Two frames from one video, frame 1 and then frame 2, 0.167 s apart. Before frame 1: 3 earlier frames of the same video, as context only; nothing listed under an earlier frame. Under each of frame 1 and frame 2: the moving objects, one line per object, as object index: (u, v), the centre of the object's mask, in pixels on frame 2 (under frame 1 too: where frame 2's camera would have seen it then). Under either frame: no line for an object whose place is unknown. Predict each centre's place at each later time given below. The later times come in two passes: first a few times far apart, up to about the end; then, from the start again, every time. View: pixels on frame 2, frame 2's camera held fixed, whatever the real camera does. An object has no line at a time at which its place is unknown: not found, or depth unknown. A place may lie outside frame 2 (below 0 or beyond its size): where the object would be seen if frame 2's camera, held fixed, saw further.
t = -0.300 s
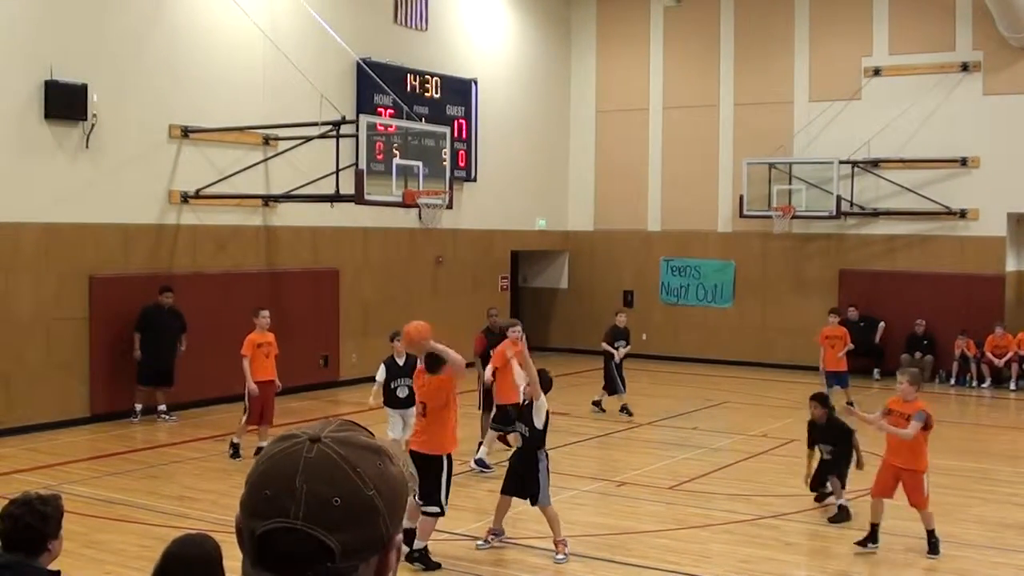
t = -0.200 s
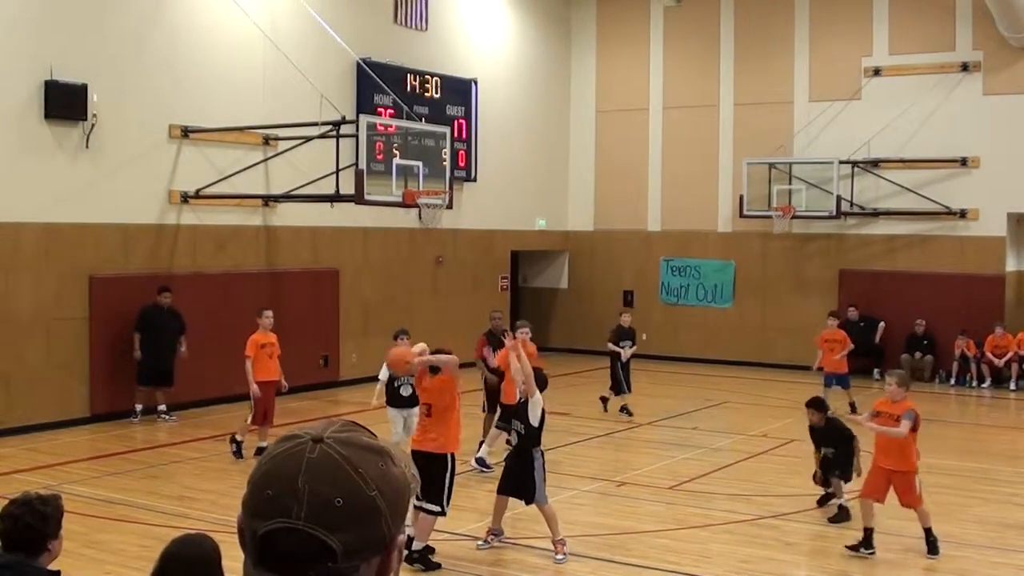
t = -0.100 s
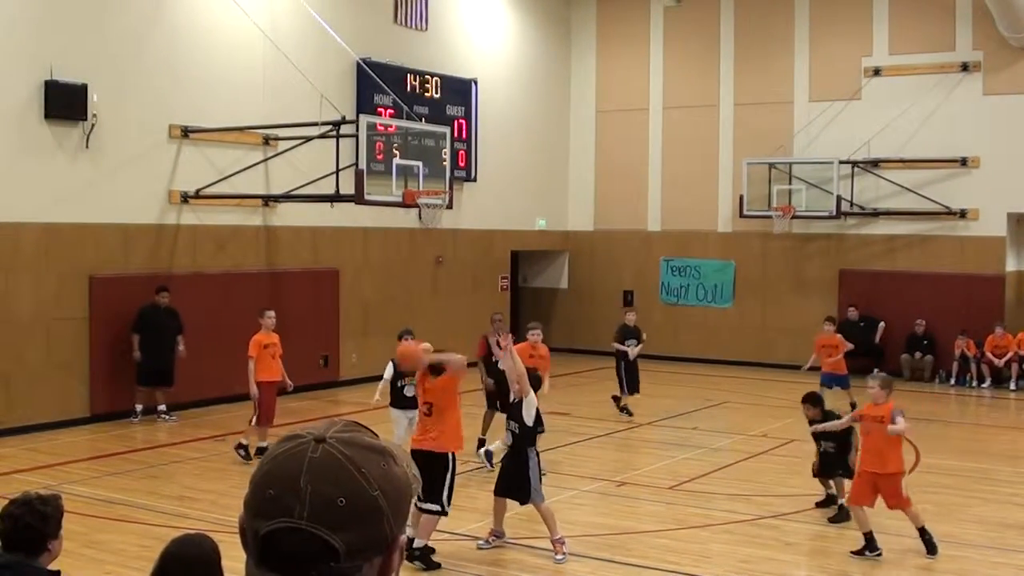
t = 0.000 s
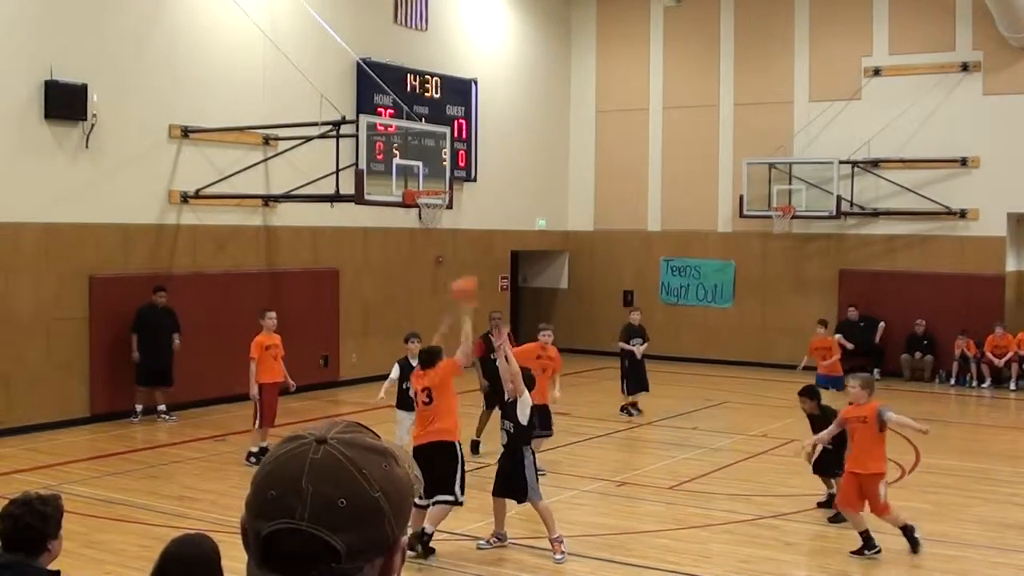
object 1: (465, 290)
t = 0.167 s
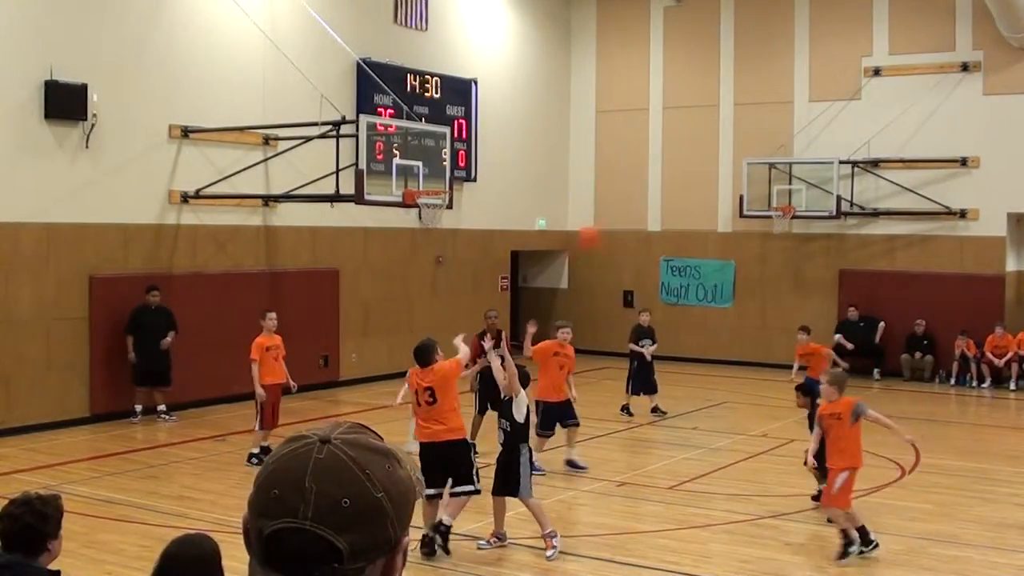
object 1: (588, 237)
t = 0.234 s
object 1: (628, 228)
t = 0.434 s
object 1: (721, 228)
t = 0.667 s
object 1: (798, 268)
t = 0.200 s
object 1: (609, 232)
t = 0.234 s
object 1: (628, 228)
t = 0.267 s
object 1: (646, 224)
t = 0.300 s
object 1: (664, 224)
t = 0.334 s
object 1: (679, 224)
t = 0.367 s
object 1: (694, 225)
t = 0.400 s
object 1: (708, 227)
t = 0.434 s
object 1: (721, 228)
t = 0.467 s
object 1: (732, 233)
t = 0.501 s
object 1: (744, 238)
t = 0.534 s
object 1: (757, 241)
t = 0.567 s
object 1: (766, 246)
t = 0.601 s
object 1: (778, 252)
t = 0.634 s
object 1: (787, 260)
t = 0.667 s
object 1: (798, 268)
